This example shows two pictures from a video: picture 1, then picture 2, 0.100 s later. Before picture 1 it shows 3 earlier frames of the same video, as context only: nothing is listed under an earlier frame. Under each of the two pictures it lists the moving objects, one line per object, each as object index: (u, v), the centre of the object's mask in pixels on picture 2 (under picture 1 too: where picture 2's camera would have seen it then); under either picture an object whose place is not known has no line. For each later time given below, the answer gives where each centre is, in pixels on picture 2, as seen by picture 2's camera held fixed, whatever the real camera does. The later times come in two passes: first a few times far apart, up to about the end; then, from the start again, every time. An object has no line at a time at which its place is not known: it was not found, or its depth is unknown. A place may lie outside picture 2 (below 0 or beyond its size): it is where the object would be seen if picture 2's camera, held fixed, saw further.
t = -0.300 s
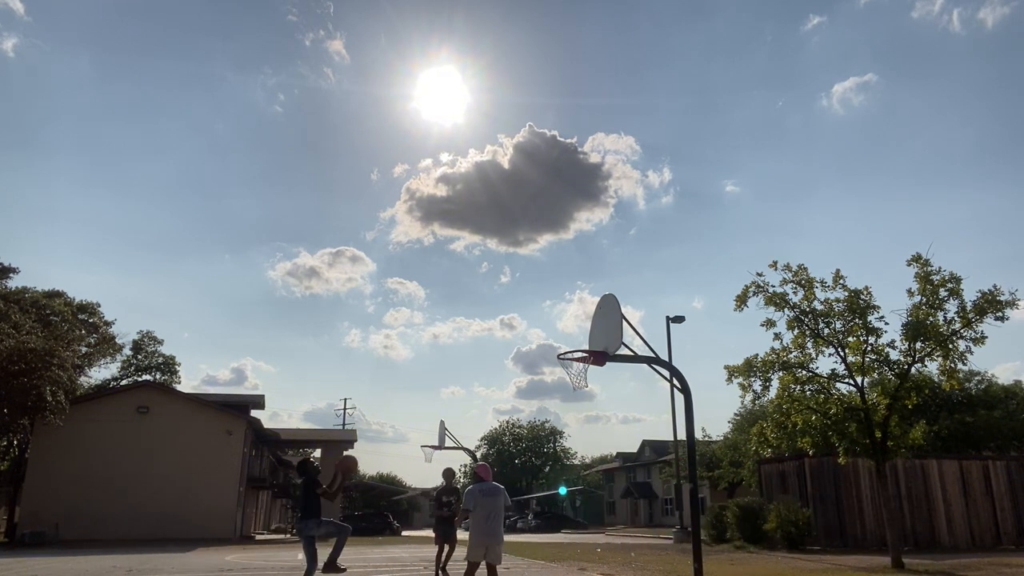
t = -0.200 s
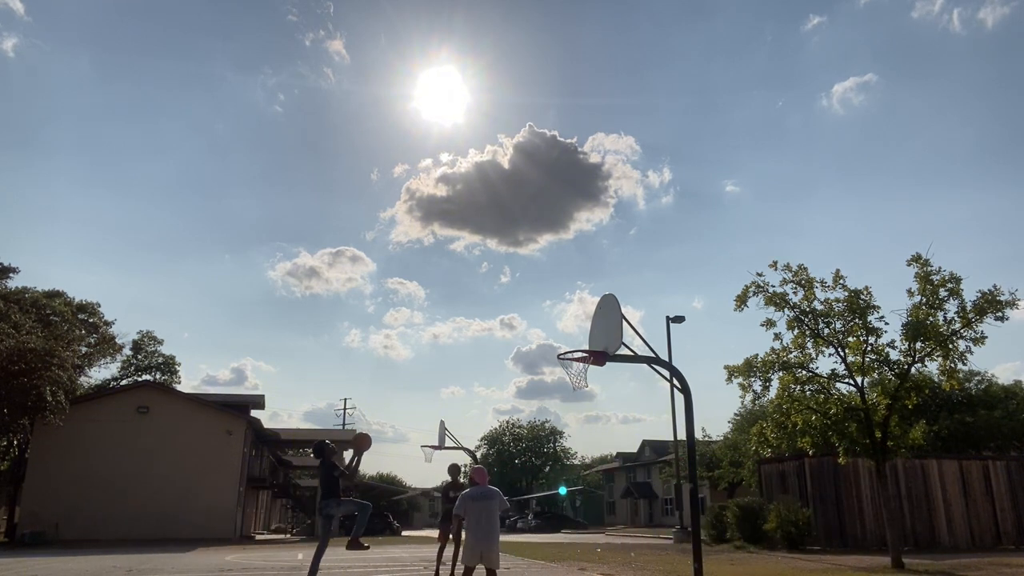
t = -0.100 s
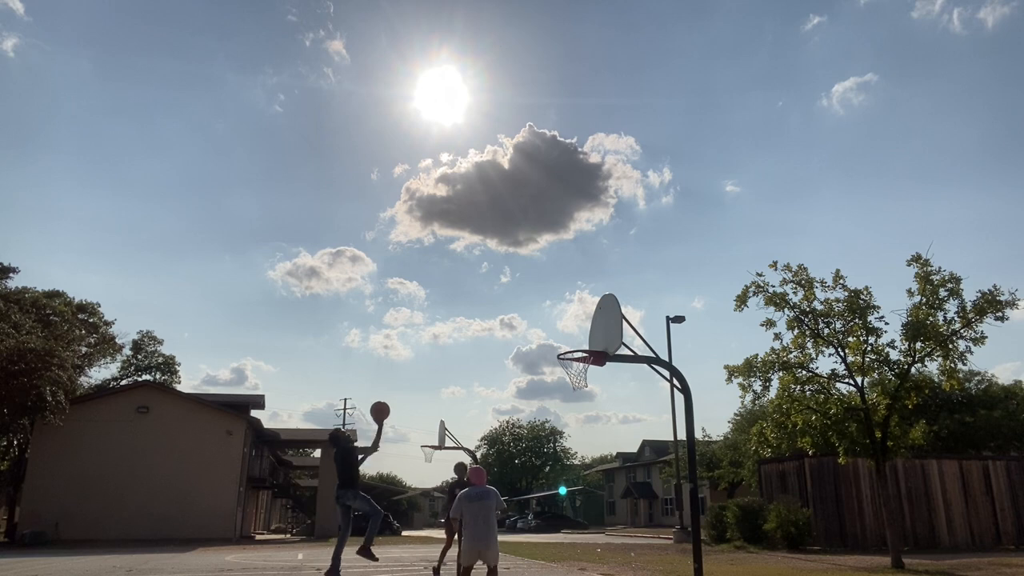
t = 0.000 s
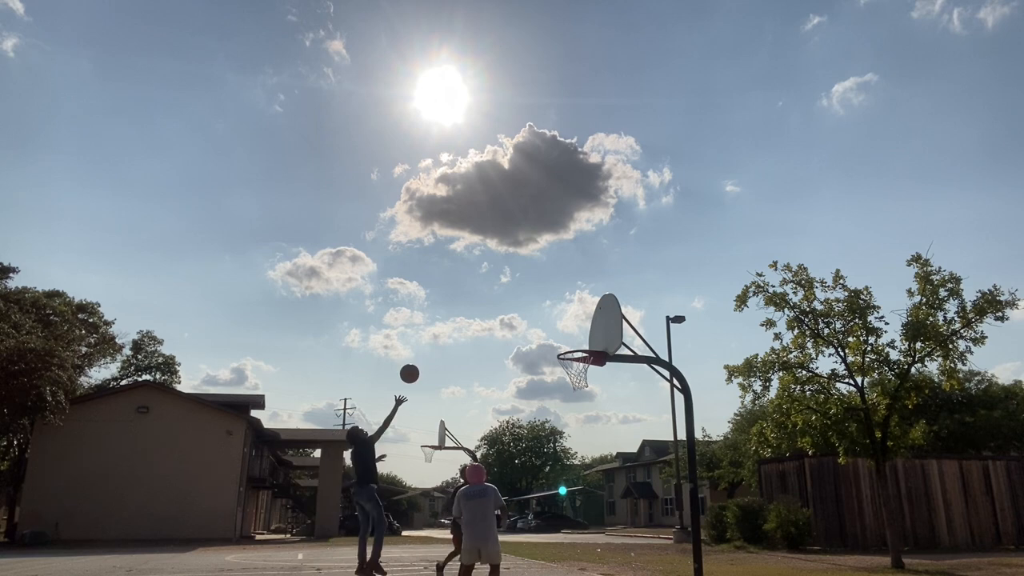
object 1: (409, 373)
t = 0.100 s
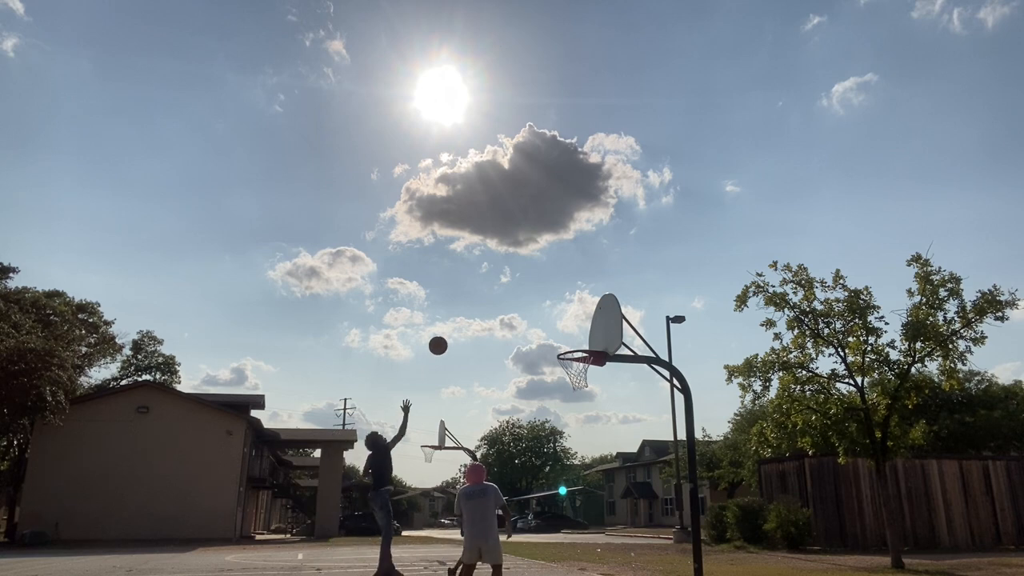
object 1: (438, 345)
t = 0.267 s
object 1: (482, 318)
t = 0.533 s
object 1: (548, 317)
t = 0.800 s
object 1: (574, 348)
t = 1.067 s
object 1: (529, 354)
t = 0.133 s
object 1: (447, 338)
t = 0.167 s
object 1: (456, 332)
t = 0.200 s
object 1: (465, 326)
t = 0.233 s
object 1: (474, 322)
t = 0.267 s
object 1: (482, 318)
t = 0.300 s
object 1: (491, 315)
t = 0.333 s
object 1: (499, 313)
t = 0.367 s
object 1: (507, 312)
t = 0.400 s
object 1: (516, 311)
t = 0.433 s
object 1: (524, 312)
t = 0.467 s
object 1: (532, 313)
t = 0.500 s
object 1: (540, 314)
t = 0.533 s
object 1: (548, 317)
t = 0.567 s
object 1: (556, 320)
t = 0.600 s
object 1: (564, 324)
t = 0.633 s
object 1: (571, 329)
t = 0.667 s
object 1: (579, 335)
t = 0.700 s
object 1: (587, 341)
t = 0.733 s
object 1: (586, 346)
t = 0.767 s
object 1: (579, 350)
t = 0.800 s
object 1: (574, 348)
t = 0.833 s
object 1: (568, 346)
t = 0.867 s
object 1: (562, 345)
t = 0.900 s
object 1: (557, 345)
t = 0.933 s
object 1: (551, 346)
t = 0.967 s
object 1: (546, 347)
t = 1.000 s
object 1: (540, 348)
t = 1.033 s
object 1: (535, 351)
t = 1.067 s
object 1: (529, 354)
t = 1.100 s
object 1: (524, 358)
